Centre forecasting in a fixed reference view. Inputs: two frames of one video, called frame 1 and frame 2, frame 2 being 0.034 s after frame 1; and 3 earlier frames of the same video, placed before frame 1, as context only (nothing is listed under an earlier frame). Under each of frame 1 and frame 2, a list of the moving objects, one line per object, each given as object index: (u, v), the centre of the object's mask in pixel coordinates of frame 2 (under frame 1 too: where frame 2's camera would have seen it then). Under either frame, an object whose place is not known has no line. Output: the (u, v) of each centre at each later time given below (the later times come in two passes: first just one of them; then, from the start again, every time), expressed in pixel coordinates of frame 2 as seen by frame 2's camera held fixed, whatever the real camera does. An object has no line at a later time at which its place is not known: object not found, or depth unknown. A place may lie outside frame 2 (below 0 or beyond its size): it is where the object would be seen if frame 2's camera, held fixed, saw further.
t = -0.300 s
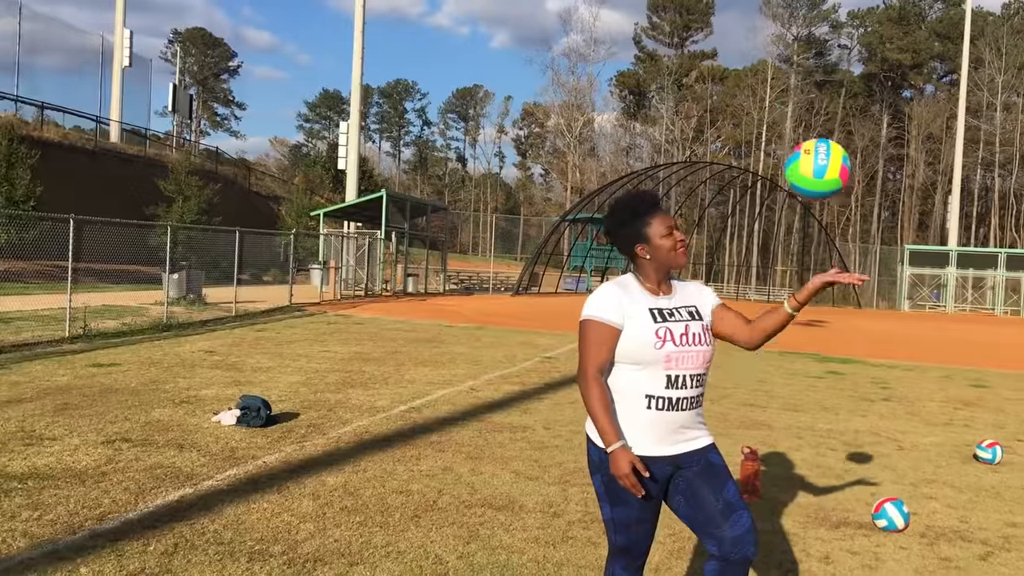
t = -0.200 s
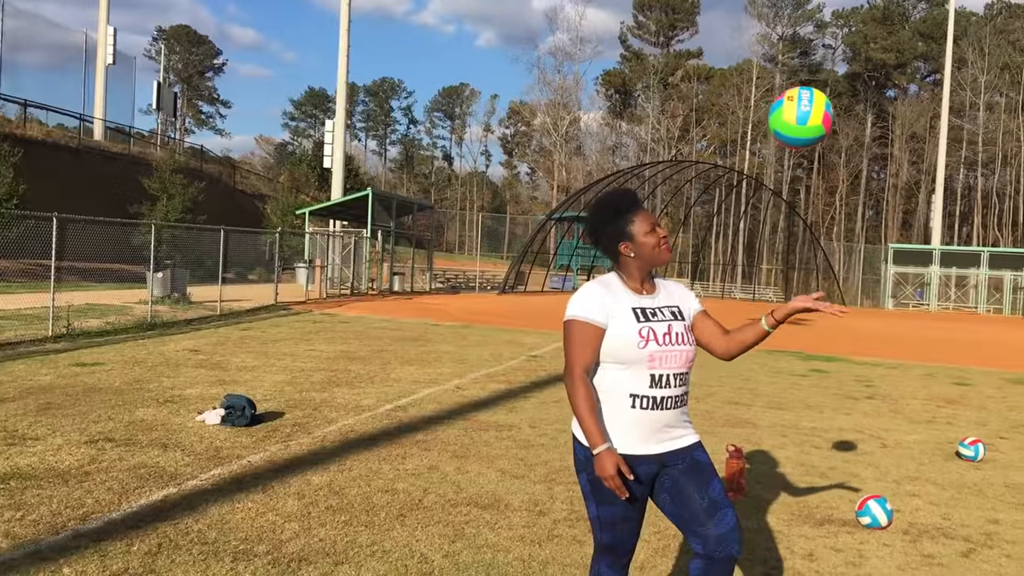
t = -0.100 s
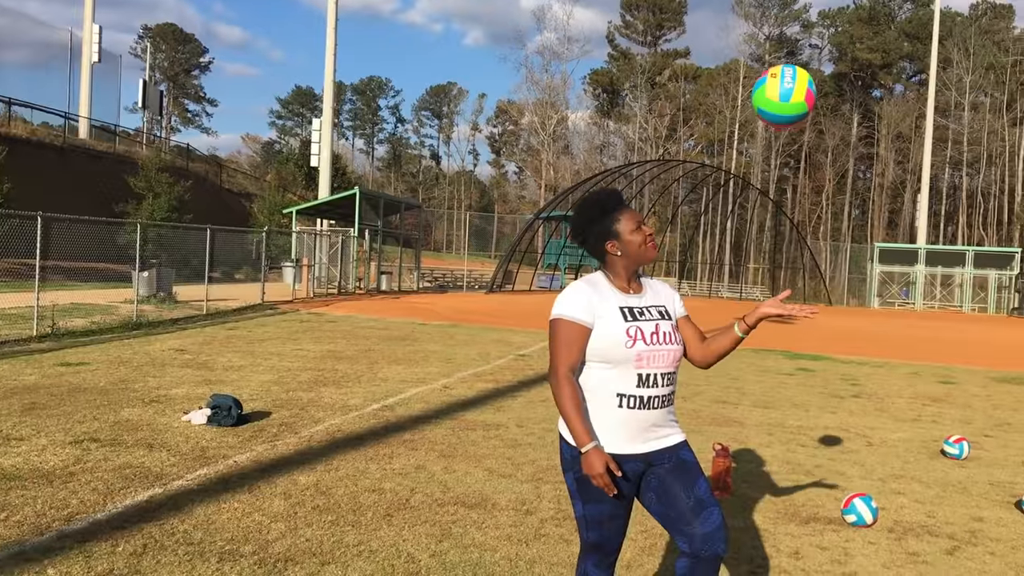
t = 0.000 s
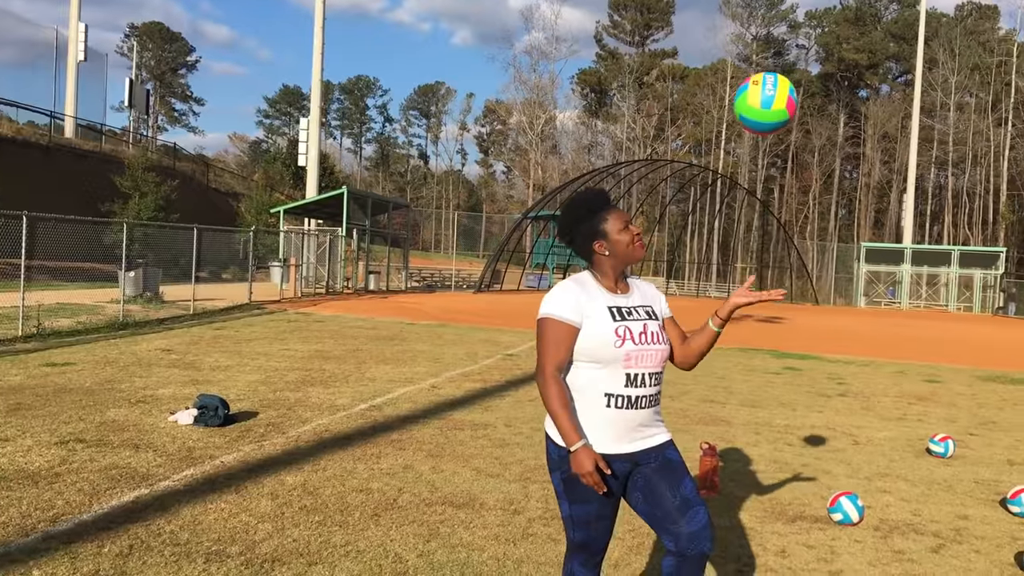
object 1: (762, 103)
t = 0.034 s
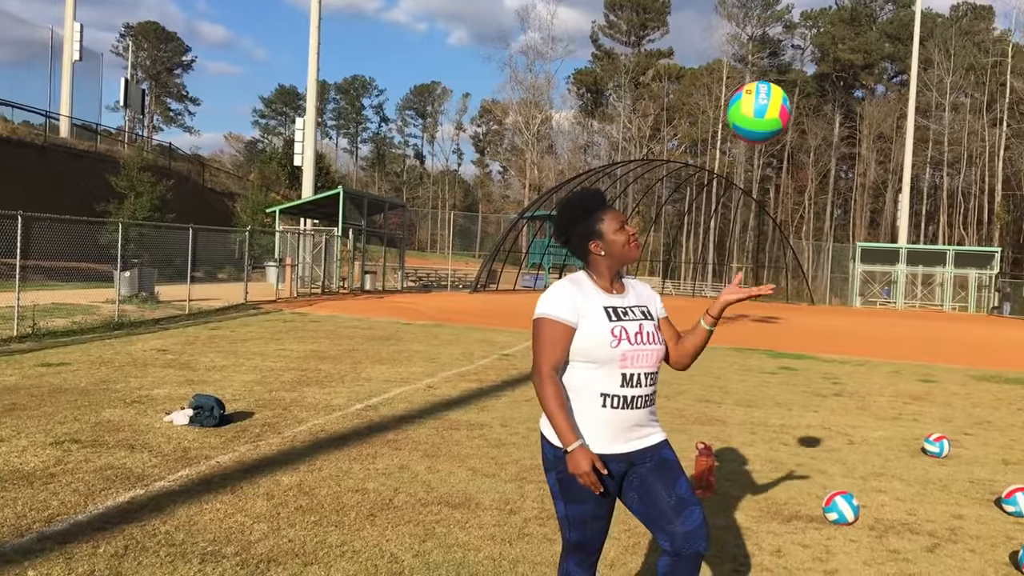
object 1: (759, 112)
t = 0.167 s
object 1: (742, 179)
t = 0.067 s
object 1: (755, 124)
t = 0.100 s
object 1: (751, 139)
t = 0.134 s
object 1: (747, 158)
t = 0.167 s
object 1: (742, 179)
